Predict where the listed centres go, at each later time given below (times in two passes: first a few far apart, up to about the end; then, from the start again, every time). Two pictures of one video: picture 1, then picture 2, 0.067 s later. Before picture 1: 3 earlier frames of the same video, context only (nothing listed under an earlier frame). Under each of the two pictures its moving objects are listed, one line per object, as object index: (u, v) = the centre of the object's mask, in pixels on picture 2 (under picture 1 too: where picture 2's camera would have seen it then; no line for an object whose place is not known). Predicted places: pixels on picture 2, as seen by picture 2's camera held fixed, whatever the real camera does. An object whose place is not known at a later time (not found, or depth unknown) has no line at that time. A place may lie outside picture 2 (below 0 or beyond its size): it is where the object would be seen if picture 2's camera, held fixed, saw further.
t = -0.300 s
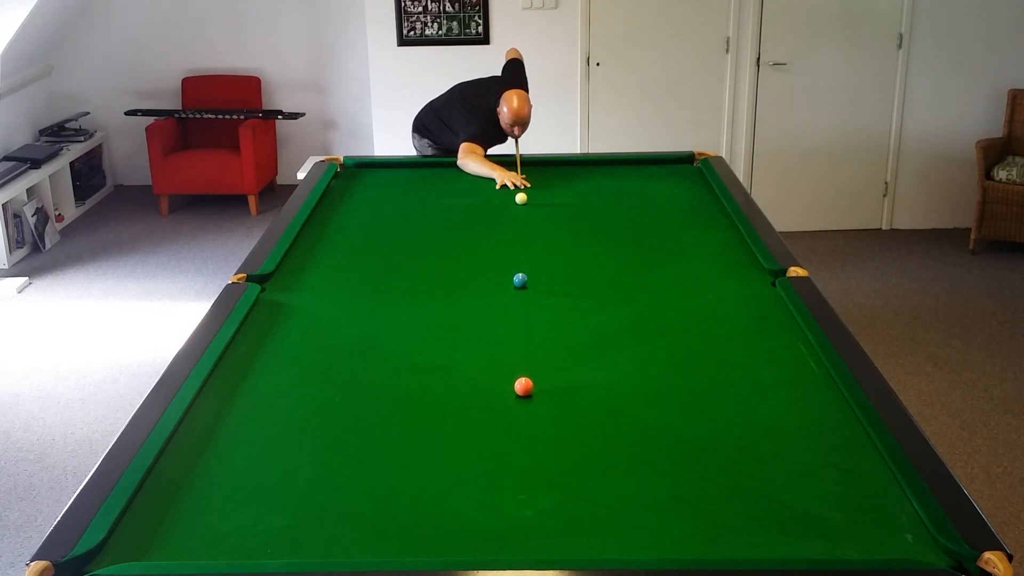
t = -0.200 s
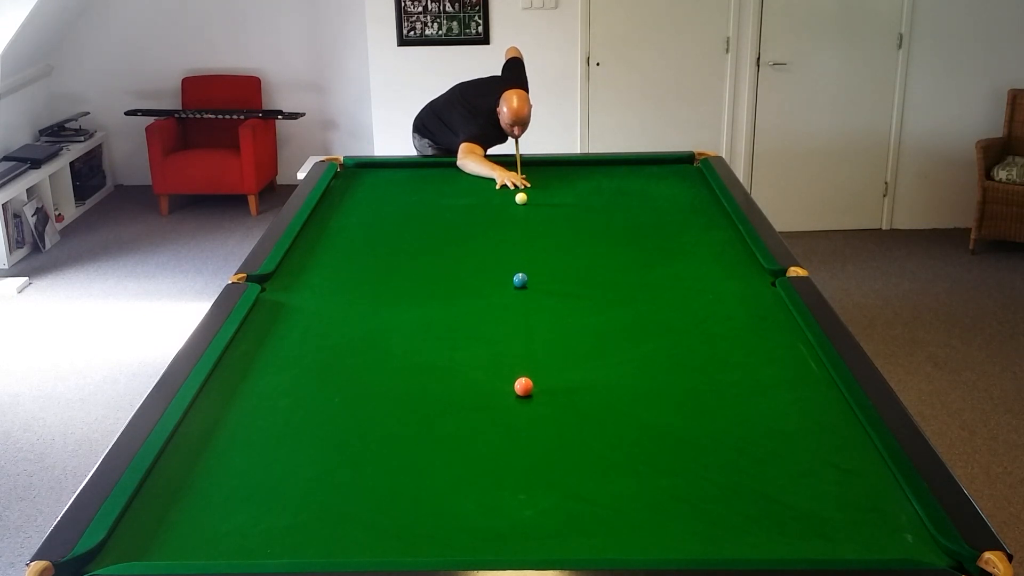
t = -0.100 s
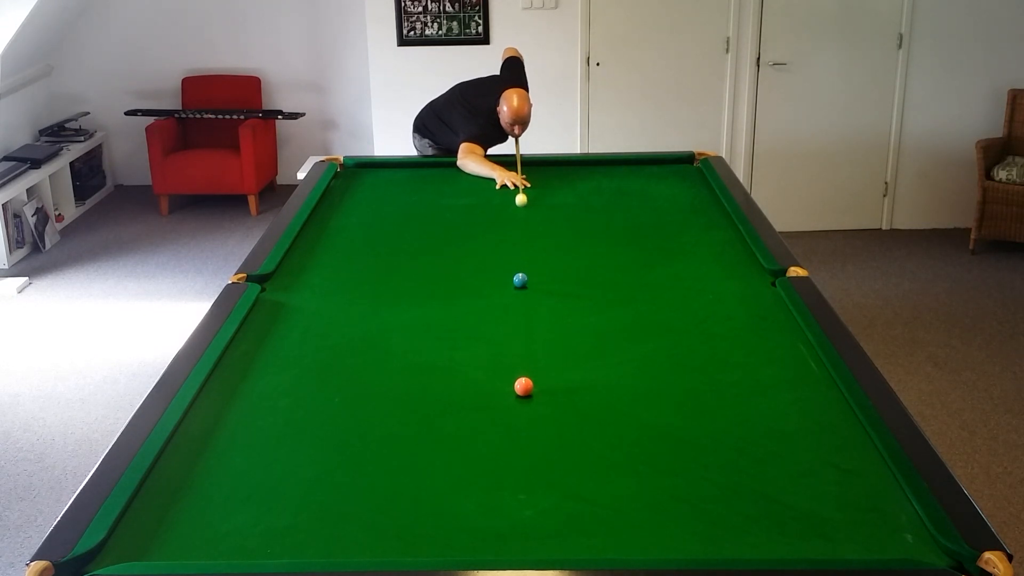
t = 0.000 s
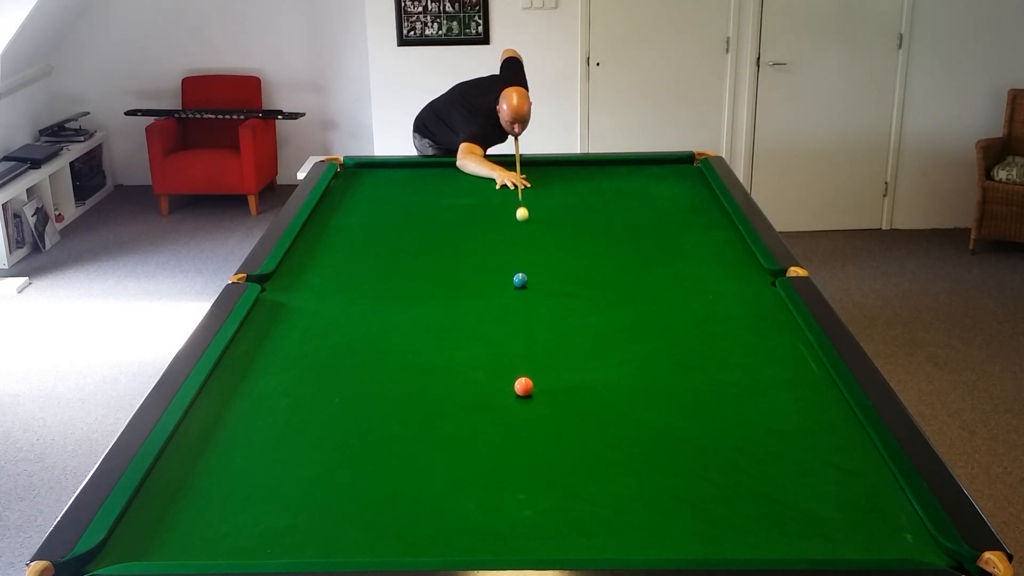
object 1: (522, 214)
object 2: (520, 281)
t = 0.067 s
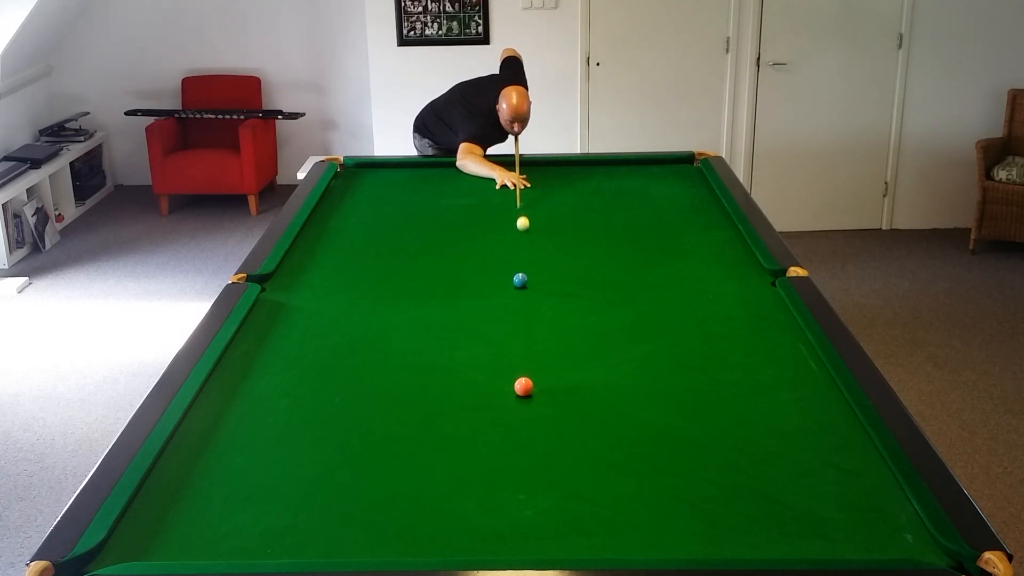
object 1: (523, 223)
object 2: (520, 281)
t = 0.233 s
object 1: (524, 246)
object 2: (519, 280)
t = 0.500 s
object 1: (529, 275)
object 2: (516, 281)
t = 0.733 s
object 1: (551, 281)
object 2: (497, 297)
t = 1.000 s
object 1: (574, 284)
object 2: (473, 313)
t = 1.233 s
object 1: (593, 288)
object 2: (452, 327)
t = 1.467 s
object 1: (611, 291)
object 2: (430, 342)
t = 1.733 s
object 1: (630, 295)
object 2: (406, 359)
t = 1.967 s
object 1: (646, 298)
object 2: (385, 375)
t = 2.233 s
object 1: (662, 300)
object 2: (360, 393)
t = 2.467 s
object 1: (674, 303)
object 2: (338, 409)
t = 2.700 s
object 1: (685, 304)
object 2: (316, 425)
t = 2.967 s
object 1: (695, 306)
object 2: (291, 442)
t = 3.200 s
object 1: (701, 307)
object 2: (270, 457)
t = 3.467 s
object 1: (707, 308)
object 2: (247, 474)
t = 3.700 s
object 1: (709, 308)
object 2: (226, 489)
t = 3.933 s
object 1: (709, 308)
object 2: (206, 502)
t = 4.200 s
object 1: (709, 308)
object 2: (185, 516)
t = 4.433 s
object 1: (709, 308)
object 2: (168, 527)
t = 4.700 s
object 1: (709, 308)
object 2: (150, 539)
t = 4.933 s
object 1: (709, 308)
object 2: (136, 547)
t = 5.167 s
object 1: (709, 308)
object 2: (124, 553)
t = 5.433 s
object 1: (709, 308)
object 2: (111, 559)
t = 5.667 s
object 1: (709, 308)
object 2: (103, 561)
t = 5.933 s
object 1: (709, 308)
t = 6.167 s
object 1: (709, 308)
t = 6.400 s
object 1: (709, 308)
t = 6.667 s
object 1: (709, 308)
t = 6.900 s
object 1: (709, 308)
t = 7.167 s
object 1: (709, 308)
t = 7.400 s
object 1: (709, 308)
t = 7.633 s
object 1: (709, 308)
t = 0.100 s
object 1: (523, 228)
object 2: (520, 280)
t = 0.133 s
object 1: (523, 233)
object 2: (520, 280)
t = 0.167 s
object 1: (524, 237)
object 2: (520, 280)
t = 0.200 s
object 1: (524, 242)
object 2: (520, 280)
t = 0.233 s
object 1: (524, 246)
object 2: (519, 280)
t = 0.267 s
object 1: (524, 250)
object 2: (519, 280)
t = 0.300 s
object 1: (524, 254)
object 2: (519, 280)
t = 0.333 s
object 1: (524, 258)
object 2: (518, 279)
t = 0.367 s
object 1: (524, 262)
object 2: (518, 279)
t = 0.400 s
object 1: (525, 265)
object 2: (518, 279)
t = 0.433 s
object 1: (525, 268)
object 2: (518, 280)
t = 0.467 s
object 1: (527, 272)
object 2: (519, 280)
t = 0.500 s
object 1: (529, 275)
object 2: (516, 281)
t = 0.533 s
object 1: (532, 276)
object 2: (514, 284)
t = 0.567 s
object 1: (535, 277)
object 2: (511, 286)
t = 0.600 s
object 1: (538, 278)
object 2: (508, 288)
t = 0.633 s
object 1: (542, 278)
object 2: (505, 290)
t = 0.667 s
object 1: (545, 279)
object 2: (502, 292)
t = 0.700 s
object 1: (548, 280)
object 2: (500, 295)
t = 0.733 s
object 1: (551, 281)
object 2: (497, 297)
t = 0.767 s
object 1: (554, 281)
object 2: (494, 299)
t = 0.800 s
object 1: (557, 282)
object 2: (491, 301)
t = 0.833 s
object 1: (560, 282)
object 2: (488, 303)
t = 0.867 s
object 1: (562, 282)
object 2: (484, 304)
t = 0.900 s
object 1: (565, 283)
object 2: (482, 307)
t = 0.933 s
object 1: (568, 283)
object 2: (479, 308)
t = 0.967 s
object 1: (571, 284)
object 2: (476, 311)
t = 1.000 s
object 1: (574, 284)
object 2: (473, 313)
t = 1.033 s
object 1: (577, 285)
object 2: (470, 315)
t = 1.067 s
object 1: (579, 285)
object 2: (467, 317)
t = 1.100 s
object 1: (582, 286)
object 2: (464, 319)
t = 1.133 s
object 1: (585, 286)
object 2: (461, 321)
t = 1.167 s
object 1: (587, 287)
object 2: (458, 323)
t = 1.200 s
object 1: (590, 287)
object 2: (455, 325)
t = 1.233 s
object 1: (593, 288)
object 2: (452, 327)
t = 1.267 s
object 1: (595, 288)
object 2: (449, 329)
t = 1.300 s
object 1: (598, 289)
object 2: (446, 331)
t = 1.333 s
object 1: (601, 289)
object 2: (443, 334)
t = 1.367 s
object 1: (603, 290)
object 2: (440, 336)
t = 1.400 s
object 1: (606, 290)
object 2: (437, 338)
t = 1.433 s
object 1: (608, 291)
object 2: (434, 340)
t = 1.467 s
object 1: (611, 291)
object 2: (430, 342)
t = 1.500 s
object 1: (613, 292)
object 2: (427, 344)
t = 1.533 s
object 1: (616, 292)
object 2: (425, 346)
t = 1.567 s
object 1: (618, 293)
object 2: (422, 349)
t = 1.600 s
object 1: (621, 293)
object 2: (418, 351)
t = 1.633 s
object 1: (623, 294)
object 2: (416, 353)
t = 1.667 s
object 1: (625, 294)
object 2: (412, 355)
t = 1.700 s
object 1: (628, 294)
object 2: (409, 357)
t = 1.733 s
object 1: (630, 295)
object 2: (406, 359)
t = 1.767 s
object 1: (632, 295)
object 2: (403, 362)
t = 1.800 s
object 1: (635, 296)
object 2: (400, 364)
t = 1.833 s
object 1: (637, 296)
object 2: (397, 366)
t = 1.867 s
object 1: (639, 296)
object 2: (394, 368)
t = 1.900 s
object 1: (641, 297)
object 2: (391, 370)
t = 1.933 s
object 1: (643, 297)
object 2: (388, 373)
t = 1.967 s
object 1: (646, 298)
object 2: (385, 375)
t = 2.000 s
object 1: (648, 298)
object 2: (382, 377)
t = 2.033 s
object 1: (650, 298)
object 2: (378, 380)
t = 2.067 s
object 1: (652, 299)
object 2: (376, 381)
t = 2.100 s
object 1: (654, 299)
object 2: (372, 384)
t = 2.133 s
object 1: (656, 299)
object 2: (369, 386)
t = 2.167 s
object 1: (658, 300)
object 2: (366, 388)
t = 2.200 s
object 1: (660, 300)
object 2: (363, 391)
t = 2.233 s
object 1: (662, 300)
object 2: (360, 393)
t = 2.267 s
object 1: (663, 301)
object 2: (357, 395)
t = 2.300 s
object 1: (665, 301)
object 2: (354, 397)
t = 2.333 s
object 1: (667, 301)
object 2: (350, 400)
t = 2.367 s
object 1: (669, 302)
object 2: (347, 402)
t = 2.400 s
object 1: (670, 302)
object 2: (344, 404)
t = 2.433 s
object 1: (672, 302)
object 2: (341, 407)
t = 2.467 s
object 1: (674, 303)
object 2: (338, 409)
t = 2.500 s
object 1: (676, 303)
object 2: (335, 411)
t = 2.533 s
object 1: (677, 303)
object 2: (331, 413)
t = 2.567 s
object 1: (679, 303)
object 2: (328, 415)
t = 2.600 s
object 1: (680, 304)
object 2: (325, 417)
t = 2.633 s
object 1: (682, 304)
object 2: (322, 420)
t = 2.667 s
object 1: (683, 304)
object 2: (319, 422)
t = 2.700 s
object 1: (685, 304)
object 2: (316, 425)
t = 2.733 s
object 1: (686, 304)
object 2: (313, 427)
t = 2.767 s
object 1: (687, 305)
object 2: (309, 429)
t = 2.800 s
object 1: (689, 305)
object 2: (306, 431)
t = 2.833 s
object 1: (690, 305)
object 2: (303, 433)
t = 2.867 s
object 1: (691, 305)
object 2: (300, 435)
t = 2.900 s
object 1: (692, 306)
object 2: (297, 438)
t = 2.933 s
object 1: (693, 306)
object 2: (294, 440)
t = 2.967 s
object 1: (695, 306)
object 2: (291, 442)
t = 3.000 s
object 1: (696, 306)
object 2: (288, 444)
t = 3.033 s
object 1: (697, 306)
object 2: (285, 446)
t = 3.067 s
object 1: (698, 306)
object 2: (282, 449)
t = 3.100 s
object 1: (699, 306)
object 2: (279, 451)
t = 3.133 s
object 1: (700, 307)
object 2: (276, 453)
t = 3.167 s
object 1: (701, 307)
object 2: (273, 455)
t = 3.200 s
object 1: (701, 307)
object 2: (270, 457)
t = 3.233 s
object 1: (702, 307)
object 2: (267, 459)
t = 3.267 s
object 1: (703, 307)
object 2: (264, 462)
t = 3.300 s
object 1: (704, 307)
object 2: (261, 464)
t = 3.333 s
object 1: (704, 307)
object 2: (258, 466)
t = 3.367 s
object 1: (705, 307)
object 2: (255, 468)
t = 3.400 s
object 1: (706, 307)
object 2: (252, 470)
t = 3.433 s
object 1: (706, 308)
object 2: (249, 472)
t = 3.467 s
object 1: (707, 308)
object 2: (247, 474)
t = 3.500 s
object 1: (707, 308)
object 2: (243, 476)
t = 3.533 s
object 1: (708, 308)
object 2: (241, 478)
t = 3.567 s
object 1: (708, 308)
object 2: (238, 480)
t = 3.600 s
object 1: (708, 308)
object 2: (235, 482)
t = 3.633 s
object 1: (708, 308)
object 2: (232, 485)
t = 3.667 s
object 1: (709, 308)
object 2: (229, 487)
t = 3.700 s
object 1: (709, 308)
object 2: (226, 489)
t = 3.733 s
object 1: (709, 308)
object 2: (223, 490)
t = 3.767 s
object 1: (709, 308)
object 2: (220, 492)
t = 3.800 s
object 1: (709, 308)
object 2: (218, 494)
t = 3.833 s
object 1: (709, 308)
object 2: (215, 496)
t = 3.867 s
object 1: (709, 308)
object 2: (212, 498)
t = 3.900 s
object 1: (709, 308)
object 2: (209, 500)
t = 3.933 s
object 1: (709, 308)
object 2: (206, 502)
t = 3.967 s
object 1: (709, 308)
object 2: (204, 503)
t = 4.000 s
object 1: (709, 308)
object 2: (201, 505)
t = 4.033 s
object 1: (709, 308)
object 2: (198, 507)
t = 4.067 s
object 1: (709, 308)
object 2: (195, 509)
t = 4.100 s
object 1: (709, 308)
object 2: (193, 511)
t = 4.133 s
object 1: (709, 308)
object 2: (190, 512)
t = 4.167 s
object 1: (709, 308)
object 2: (188, 514)
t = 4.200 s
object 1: (709, 308)
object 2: (185, 516)
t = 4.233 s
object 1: (709, 308)
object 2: (182, 518)
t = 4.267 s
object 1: (709, 308)
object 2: (180, 519)
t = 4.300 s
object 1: (709, 308)
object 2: (177, 521)
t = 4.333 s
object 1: (709, 308)
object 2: (175, 522)
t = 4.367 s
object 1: (709, 308)
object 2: (172, 524)
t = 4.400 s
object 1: (709, 308)
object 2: (170, 526)
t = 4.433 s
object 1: (709, 308)
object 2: (168, 527)
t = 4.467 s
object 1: (709, 308)
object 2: (166, 529)
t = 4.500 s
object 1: (709, 308)
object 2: (163, 530)
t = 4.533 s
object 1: (709, 308)
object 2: (161, 532)
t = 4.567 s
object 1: (709, 308)
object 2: (159, 533)
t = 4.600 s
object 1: (709, 308)
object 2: (156, 535)
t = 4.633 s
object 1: (709, 308)
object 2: (154, 536)
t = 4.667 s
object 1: (709, 308)
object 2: (152, 537)
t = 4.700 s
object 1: (709, 308)
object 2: (150, 539)
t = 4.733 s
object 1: (709, 308)
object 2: (148, 540)
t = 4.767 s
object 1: (709, 308)
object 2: (146, 541)
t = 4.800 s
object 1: (709, 308)
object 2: (144, 543)
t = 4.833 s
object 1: (709, 308)
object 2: (141, 544)
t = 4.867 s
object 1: (709, 308)
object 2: (140, 545)
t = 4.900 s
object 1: (709, 308)
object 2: (138, 546)
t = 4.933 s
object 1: (709, 308)
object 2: (136, 547)
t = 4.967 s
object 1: (709, 308)
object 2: (134, 549)
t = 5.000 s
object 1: (709, 308)
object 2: (132, 550)
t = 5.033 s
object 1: (709, 308)
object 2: (130, 550)
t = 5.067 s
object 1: (709, 308)
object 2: (128, 551)
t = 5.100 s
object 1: (709, 308)
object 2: (127, 552)
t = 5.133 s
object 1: (709, 308)
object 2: (126, 553)
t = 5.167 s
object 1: (709, 308)
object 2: (124, 553)
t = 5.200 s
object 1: (709, 308)
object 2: (122, 554)
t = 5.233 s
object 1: (709, 308)
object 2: (120, 555)
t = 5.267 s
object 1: (709, 308)
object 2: (119, 556)
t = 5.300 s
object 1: (709, 308)
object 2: (117, 556)
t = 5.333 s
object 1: (709, 308)
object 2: (115, 557)
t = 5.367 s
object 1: (709, 308)
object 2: (114, 558)
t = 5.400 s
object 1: (709, 308)
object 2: (112, 558)
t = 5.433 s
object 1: (709, 308)
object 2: (111, 559)
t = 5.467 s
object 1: (709, 308)
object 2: (110, 560)
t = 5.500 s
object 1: (709, 308)
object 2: (108, 560)
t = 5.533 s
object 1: (709, 308)
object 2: (107, 561)
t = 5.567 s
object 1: (709, 308)
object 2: (106, 561)
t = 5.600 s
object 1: (709, 308)
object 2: (105, 561)
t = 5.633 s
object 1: (709, 308)
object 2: (104, 561)
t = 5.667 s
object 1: (709, 308)
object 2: (103, 561)
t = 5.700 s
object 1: (709, 308)
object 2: (102, 562)
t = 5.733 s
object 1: (709, 308)
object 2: (101, 562)
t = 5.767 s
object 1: (709, 308)
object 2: (99, 562)
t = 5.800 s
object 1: (709, 308)
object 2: (98, 563)
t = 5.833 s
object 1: (709, 308)
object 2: (96, 564)
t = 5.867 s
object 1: (709, 308)
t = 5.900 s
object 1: (709, 308)
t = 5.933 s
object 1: (709, 308)
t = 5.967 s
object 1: (709, 308)
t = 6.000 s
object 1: (709, 308)
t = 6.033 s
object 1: (709, 308)
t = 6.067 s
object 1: (709, 308)
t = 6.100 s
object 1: (709, 308)
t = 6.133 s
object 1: (709, 308)
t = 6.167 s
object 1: (709, 308)
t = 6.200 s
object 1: (709, 308)
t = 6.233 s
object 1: (709, 308)
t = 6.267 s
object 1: (709, 308)
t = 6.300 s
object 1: (709, 308)
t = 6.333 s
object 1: (709, 308)
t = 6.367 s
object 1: (709, 308)
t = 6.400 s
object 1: (709, 308)
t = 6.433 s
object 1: (709, 308)
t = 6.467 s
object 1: (709, 308)
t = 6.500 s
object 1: (709, 308)
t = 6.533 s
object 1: (709, 308)
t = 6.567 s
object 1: (709, 308)
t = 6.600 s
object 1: (709, 308)
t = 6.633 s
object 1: (709, 308)
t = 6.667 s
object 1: (709, 308)
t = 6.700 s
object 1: (709, 308)
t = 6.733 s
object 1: (709, 308)
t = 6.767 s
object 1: (709, 308)
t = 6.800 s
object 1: (709, 308)
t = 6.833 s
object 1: (709, 308)
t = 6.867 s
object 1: (709, 308)
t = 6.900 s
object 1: (709, 308)
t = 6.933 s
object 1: (709, 308)
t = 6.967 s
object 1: (709, 308)
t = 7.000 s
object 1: (709, 308)
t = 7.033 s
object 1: (709, 308)
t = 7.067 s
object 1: (709, 308)
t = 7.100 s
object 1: (709, 308)
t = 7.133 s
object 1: (709, 308)
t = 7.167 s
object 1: (709, 308)
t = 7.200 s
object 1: (709, 308)
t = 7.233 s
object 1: (709, 308)
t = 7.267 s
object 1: (709, 308)
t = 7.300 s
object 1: (709, 308)
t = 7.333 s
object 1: (709, 308)
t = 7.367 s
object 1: (709, 308)
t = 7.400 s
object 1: (709, 308)
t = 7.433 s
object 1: (709, 308)
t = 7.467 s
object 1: (709, 308)
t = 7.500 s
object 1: (709, 308)
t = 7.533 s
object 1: (709, 308)
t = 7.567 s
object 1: (709, 308)
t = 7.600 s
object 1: (709, 308)
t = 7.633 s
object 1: (709, 308)
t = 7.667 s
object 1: (709, 308)
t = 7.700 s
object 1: (709, 308)
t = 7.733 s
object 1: (709, 308)
